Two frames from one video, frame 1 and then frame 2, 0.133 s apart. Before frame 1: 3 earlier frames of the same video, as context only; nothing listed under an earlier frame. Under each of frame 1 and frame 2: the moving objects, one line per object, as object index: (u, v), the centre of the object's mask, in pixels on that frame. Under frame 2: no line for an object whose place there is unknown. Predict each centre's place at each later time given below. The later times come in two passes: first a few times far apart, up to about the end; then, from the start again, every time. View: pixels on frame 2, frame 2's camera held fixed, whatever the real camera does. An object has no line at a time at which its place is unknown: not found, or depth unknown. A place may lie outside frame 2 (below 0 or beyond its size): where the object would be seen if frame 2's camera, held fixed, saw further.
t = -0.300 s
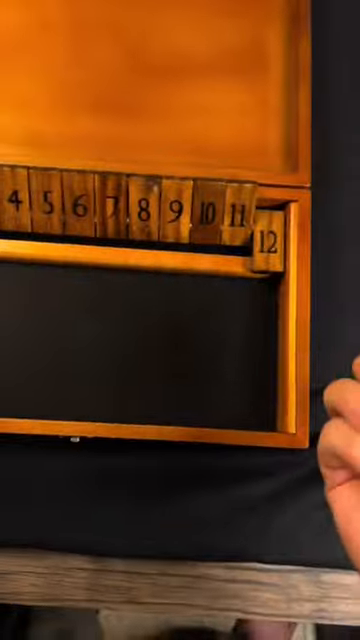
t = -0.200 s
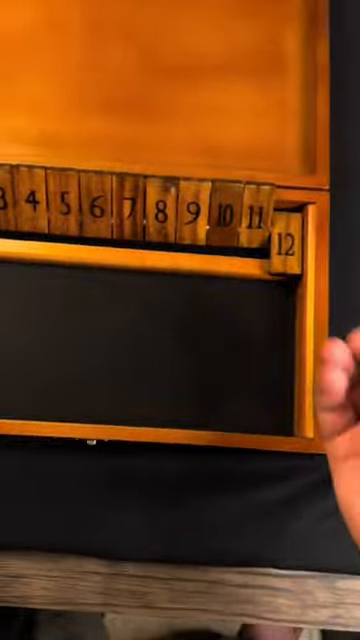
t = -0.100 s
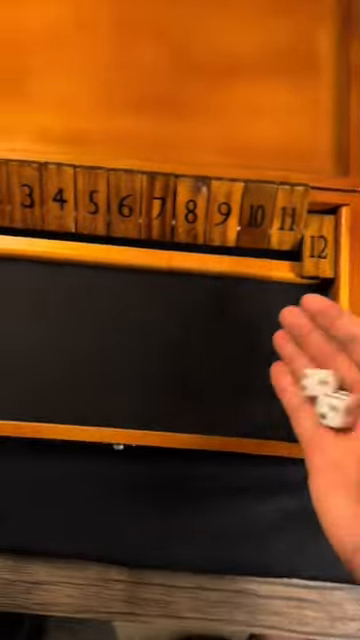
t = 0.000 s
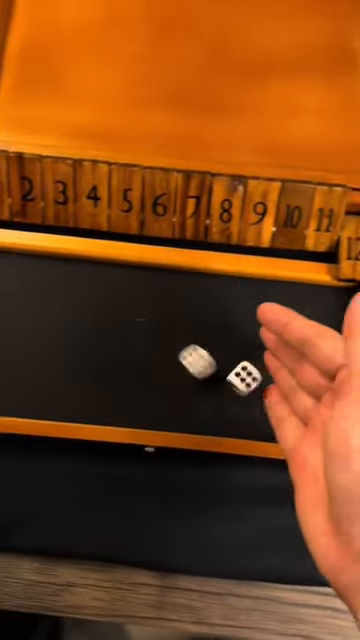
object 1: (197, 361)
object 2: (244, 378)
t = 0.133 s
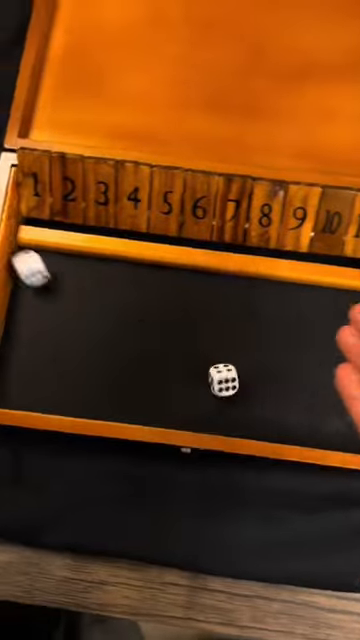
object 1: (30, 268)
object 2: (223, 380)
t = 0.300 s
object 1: (90, 286)
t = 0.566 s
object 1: (126, 345)
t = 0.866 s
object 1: (142, 378)
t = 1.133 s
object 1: (142, 373)
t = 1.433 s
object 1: (142, 373)
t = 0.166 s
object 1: (39, 257)
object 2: (215, 383)
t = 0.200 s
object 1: (53, 264)
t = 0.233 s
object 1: (65, 273)
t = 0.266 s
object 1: (77, 279)
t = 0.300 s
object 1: (90, 286)
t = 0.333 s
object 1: (101, 293)
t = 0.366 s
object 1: (109, 300)
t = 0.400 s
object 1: (116, 308)
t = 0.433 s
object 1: (121, 315)
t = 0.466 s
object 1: (126, 323)
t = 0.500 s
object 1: (128, 331)
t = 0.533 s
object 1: (127, 339)
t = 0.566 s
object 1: (126, 345)
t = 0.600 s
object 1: (125, 350)
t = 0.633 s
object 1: (127, 355)
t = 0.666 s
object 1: (128, 362)
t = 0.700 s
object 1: (129, 366)
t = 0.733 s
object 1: (131, 369)
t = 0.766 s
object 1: (133, 374)
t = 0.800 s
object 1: (135, 376)
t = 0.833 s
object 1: (138, 379)
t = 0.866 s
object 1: (142, 378)
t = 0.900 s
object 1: (143, 376)
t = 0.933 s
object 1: (144, 374)
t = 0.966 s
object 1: (142, 373)
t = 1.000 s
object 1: (142, 373)
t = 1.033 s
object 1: (142, 373)
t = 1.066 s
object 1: (142, 373)
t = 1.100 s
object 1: (142, 373)
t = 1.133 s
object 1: (142, 373)
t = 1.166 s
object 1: (142, 373)
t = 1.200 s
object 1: (142, 373)
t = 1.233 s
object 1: (142, 373)
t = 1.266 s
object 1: (142, 373)
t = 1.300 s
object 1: (142, 373)
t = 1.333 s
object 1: (142, 373)
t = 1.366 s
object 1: (142, 373)
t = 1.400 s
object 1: (142, 373)
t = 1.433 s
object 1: (142, 373)
